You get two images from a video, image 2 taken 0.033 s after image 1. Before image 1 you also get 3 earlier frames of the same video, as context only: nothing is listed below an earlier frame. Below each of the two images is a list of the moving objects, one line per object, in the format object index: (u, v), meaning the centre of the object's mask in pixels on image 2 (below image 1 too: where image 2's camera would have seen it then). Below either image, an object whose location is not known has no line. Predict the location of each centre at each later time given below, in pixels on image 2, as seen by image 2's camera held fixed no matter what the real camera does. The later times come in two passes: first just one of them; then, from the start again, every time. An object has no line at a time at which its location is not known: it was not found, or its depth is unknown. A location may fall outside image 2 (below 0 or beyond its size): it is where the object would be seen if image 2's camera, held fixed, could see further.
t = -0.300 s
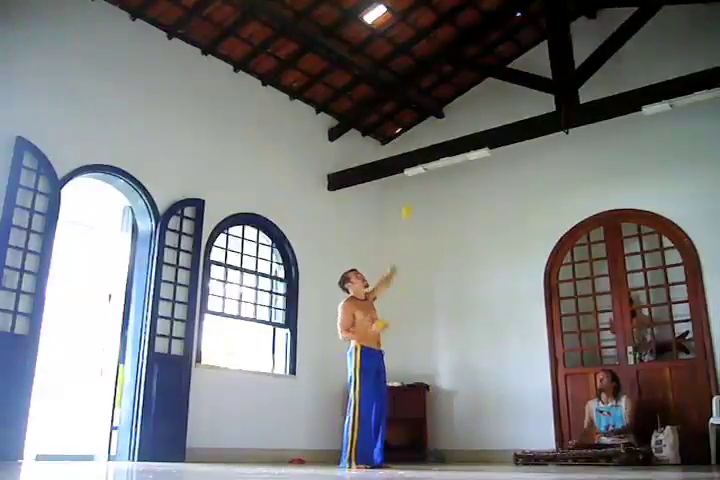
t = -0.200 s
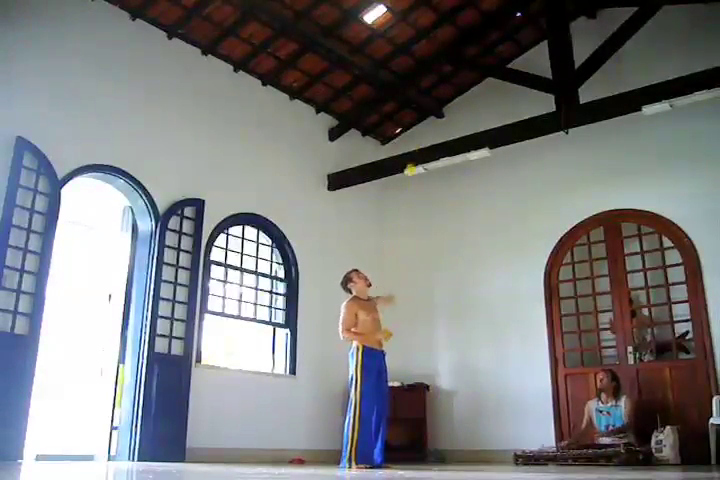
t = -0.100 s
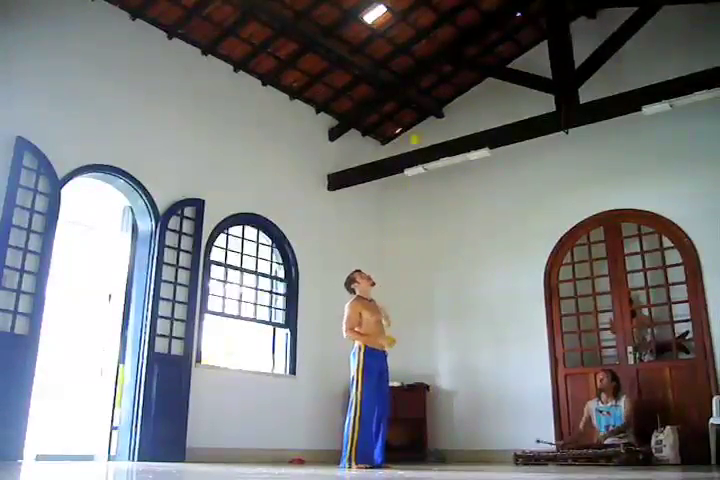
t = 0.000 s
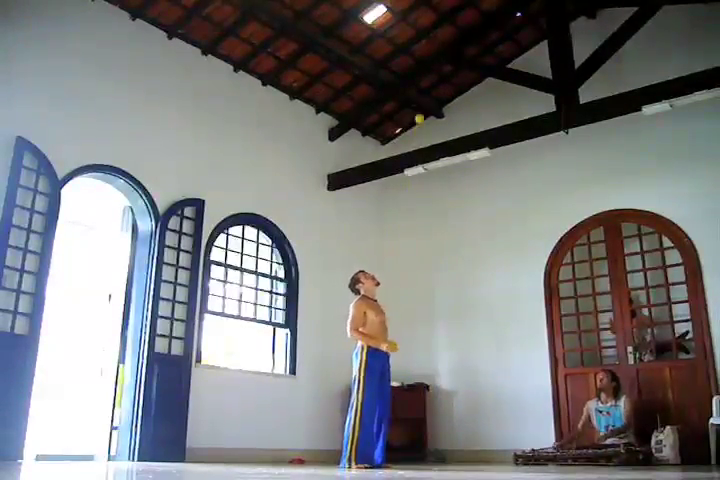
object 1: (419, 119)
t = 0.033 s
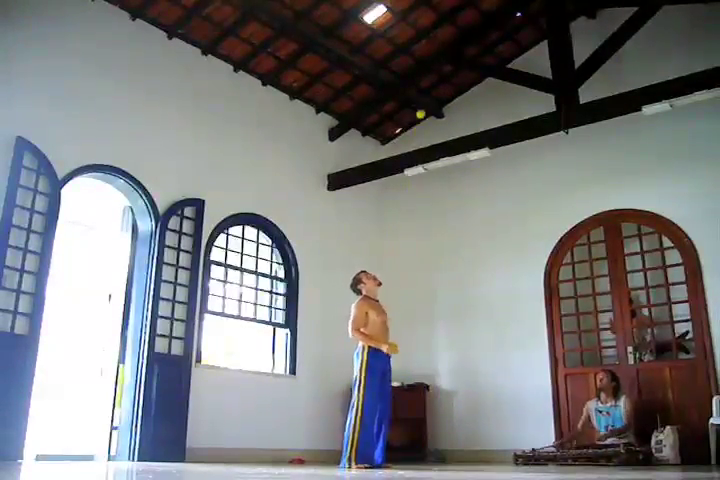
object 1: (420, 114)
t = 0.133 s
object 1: (425, 106)
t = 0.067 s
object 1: (422, 110)
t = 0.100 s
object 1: (423, 108)
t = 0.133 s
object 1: (425, 106)
